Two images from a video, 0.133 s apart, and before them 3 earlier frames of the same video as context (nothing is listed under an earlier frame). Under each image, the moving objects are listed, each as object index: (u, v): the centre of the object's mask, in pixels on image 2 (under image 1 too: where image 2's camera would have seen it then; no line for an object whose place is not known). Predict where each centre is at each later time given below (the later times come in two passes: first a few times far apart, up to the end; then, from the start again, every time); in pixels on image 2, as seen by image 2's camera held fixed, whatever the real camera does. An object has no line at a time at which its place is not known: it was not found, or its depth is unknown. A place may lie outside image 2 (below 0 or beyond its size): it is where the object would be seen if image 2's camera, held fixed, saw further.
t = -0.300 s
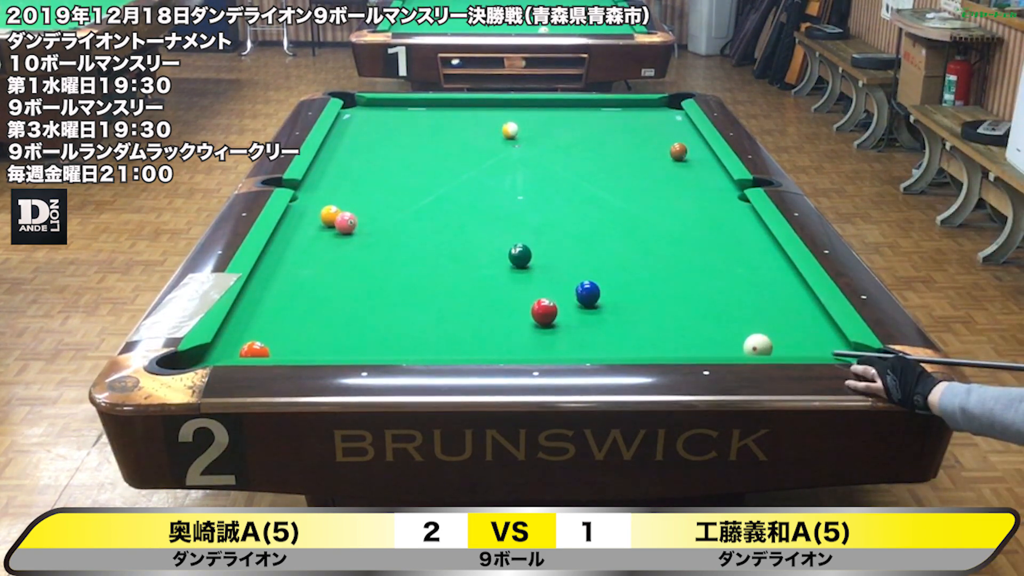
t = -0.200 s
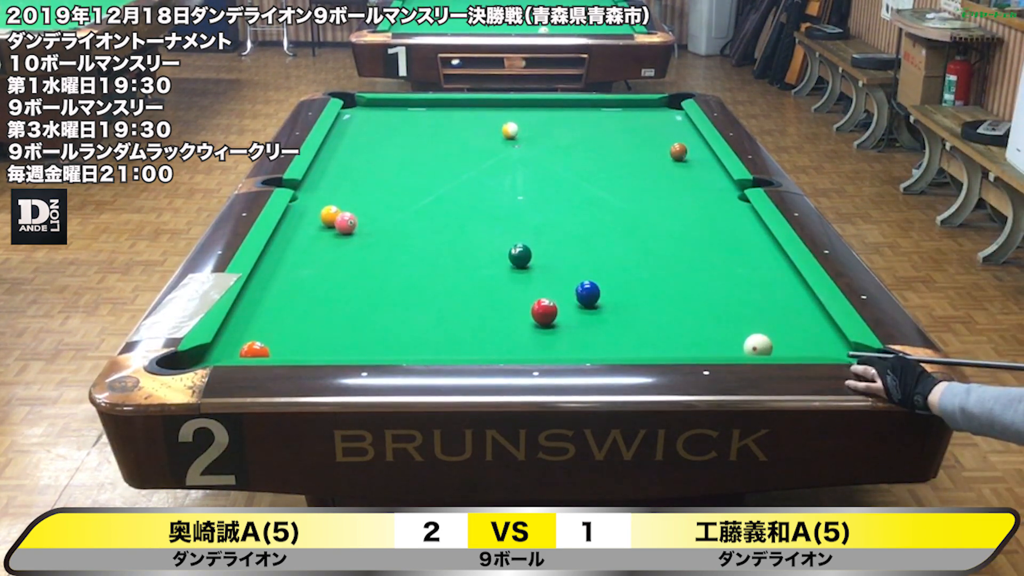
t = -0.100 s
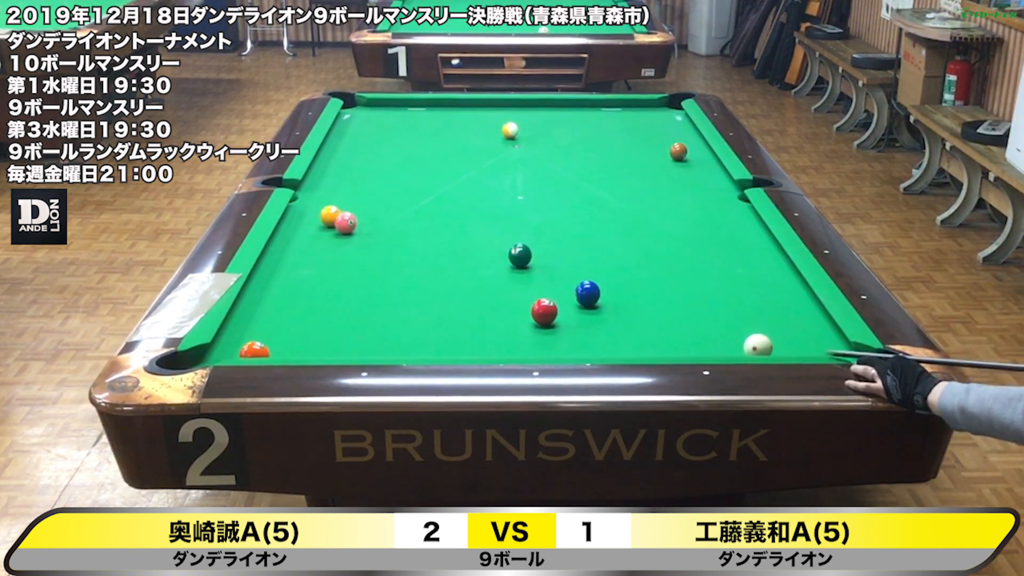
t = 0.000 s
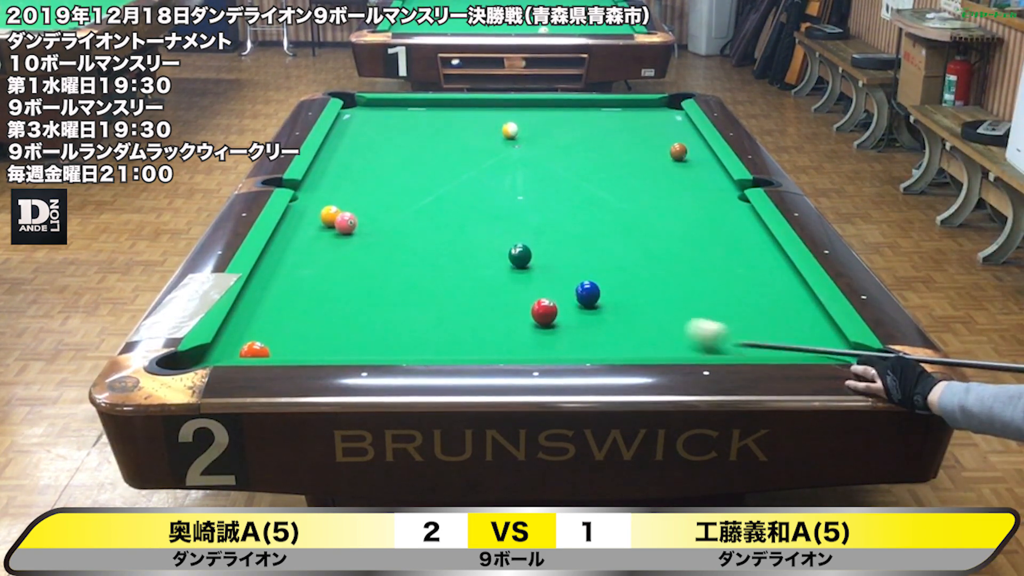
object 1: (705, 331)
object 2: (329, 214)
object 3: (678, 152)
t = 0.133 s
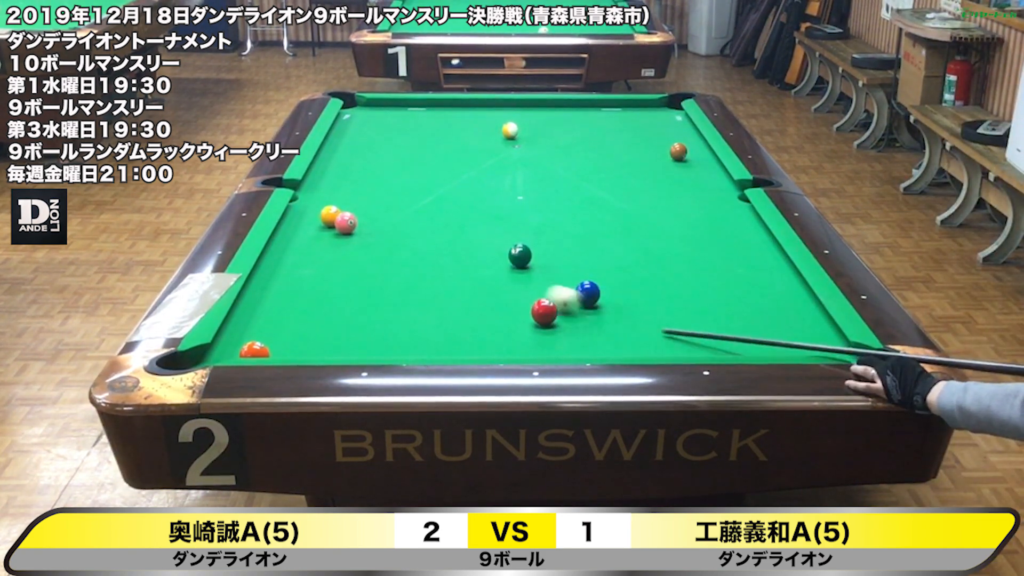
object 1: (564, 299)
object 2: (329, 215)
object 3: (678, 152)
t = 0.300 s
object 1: (431, 264)
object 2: (329, 215)
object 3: (678, 152)
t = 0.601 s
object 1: (309, 218)
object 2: (339, 210)
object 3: (678, 152)
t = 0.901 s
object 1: (311, 197)
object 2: (461, 195)
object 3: (678, 152)
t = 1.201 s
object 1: (315, 179)
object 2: (557, 180)
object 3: (678, 152)
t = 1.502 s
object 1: (323, 162)
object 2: (644, 167)
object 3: (678, 152)
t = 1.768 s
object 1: (332, 148)
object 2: (705, 156)
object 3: (678, 152)
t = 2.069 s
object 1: (341, 135)
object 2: (678, 155)
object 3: (661, 147)
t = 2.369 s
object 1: (349, 123)
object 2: (661, 155)
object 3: (641, 141)
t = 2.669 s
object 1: (357, 112)
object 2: (645, 156)
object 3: (622, 137)
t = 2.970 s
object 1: (364, 103)
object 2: (631, 155)
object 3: (605, 132)
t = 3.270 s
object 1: (368, 104)
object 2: (620, 155)
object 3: (591, 128)
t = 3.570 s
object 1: (371, 108)
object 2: (610, 155)
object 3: (577, 124)
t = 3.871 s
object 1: (374, 112)
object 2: (602, 156)
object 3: (565, 122)
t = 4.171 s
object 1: (377, 115)
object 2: (597, 155)
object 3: (555, 119)
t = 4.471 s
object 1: (379, 118)
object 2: (593, 155)
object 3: (545, 117)
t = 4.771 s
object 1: (382, 120)
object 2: (592, 155)
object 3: (537, 115)
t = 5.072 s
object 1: (383, 123)
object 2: (592, 155)
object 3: (530, 113)
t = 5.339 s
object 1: (385, 124)
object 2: (592, 155)
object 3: (525, 112)
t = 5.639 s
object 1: (386, 126)
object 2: (592, 155)
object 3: (521, 111)
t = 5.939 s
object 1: (386, 127)
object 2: (592, 155)
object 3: (518, 110)
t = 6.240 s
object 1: (387, 128)
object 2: (592, 155)
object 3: (516, 109)
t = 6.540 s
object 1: (387, 128)
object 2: (592, 155)
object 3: (515, 109)
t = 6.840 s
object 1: (387, 128)
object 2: (592, 155)
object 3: (515, 109)
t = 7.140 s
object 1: (387, 128)
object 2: (592, 155)
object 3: (515, 109)
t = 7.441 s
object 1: (387, 128)
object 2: (592, 155)
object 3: (515, 109)
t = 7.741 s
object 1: (387, 128)
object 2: (592, 155)
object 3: (514, 109)
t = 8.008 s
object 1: (387, 128)
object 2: (592, 155)
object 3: (514, 109)
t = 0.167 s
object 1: (532, 290)
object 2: (329, 214)
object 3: (678, 152)
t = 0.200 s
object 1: (505, 285)
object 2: (329, 215)
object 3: (678, 152)
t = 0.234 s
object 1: (479, 277)
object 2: (329, 215)
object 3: (678, 152)
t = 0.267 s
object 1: (454, 271)
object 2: (329, 215)
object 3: (678, 152)
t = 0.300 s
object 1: (431, 264)
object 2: (329, 215)
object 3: (678, 152)
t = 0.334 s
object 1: (409, 258)
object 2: (329, 214)
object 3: (678, 152)
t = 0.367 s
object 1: (387, 253)
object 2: (329, 215)
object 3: (678, 152)
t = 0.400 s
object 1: (366, 247)
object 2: (329, 215)
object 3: (678, 152)
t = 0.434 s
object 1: (346, 242)
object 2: (329, 215)
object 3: (678, 152)
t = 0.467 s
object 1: (325, 237)
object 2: (330, 214)
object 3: (678, 152)
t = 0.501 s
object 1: (306, 231)
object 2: (329, 215)
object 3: (678, 152)
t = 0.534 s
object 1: (288, 226)
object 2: (329, 215)
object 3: (678, 152)
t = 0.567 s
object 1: (302, 221)
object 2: (330, 215)
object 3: (678, 152)
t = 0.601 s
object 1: (309, 218)
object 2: (339, 210)
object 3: (678, 152)
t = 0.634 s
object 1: (308, 216)
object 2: (359, 210)
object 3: (678, 152)
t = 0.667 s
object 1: (308, 214)
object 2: (374, 209)
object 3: (678, 152)
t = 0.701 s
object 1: (308, 211)
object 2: (388, 206)
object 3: (678, 152)
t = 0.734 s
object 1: (309, 209)
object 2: (402, 204)
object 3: (678, 152)
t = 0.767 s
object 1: (309, 207)
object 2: (415, 202)
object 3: (678, 152)
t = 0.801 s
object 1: (309, 204)
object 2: (427, 200)
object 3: (678, 152)
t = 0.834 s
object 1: (310, 202)
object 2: (439, 199)
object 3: (678, 152)
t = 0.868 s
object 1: (311, 200)
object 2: (450, 197)
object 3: (678, 152)
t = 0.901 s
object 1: (311, 197)
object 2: (461, 195)
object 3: (678, 152)
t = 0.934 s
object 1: (312, 195)
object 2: (473, 193)
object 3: (678, 152)
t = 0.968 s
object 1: (312, 193)
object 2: (484, 191)
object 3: (678, 152)
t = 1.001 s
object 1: (313, 191)
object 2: (495, 190)
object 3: (678, 152)
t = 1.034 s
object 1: (313, 189)
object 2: (505, 188)
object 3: (678, 152)
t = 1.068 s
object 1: (313, 187)
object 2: (516, 187)
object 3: (678, 152)
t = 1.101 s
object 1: (314, 185)
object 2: (527, 185)
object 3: (678, 152)
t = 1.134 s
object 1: (314, 183)
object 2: (537, 183)
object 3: (678, 152)
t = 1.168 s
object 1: (314, 181)
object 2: (547, 182)
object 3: (678, 152)
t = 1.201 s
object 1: (315, 179)
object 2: (557, 180)
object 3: (678, 152)
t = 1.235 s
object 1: (315, 177)
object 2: (568, 179)
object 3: (678, 152)
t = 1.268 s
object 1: (316, 175)
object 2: (578, 177)
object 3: (678, 152)
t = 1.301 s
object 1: (316, 173)
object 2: (587, 176)
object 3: (678, 152)
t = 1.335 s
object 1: (316, 171)
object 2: (597, 174)
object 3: (678, 152)
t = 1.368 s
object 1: (317, 169)
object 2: (606, 173)
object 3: (678, 152)
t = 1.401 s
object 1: (319, 168)
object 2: (616, 171)
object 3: (678, 152)
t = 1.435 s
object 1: (320, 165)
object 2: (625, 170)
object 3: (678, 152)
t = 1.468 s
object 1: (321, 164)
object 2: (634, 168)
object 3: (678, 152)
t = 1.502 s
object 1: (323, 162)
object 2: (644, 167)
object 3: (678, 152)
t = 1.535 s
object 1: (324, 160)
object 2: (653, 166)
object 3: (678, 152)
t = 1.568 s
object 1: (325, 158)
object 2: (661, 164)
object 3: (678, 152)
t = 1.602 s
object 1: (326, 157)
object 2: (670, 163)
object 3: (679, 150)
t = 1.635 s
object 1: (327, 155)
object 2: (679, 162)
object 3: (678, 148)
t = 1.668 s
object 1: (329, 153)
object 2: (688, 160)
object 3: (677, 150)
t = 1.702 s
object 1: (330, 152)
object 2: (696, 159)
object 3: (678, 152)
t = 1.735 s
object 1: (331, 150)
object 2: (705, 158)
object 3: (678, 152)
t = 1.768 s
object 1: (332, 148)
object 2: (705, 156)
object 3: (678, 152)
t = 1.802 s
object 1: (333, 147)
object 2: (700, 156)
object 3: (678, 152)
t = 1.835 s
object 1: (334, 145)
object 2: (694, 155)
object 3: (678, 151)
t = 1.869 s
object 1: (335, 144)
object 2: (691, 155)
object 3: (676, 151)
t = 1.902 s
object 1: (336, 142)
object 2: (689, 155)
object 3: (673, 150)
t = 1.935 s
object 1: (337, 141)
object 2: (686, 155)
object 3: (670, 150)
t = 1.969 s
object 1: (338, 139)
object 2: (684, 155)
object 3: (668, 149)
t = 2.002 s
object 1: (339, 138)
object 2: (682, 155)
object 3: (666, 148)
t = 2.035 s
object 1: (340, 136)
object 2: (680, 155)
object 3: (663, 148)
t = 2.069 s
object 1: (341, 135)
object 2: (678, 155)
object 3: (661, 147)
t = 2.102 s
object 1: (342, 133)
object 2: (676, 155)
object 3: (658, 146)
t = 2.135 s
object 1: (343, 132)
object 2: (674, 155)
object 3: (656, 146)
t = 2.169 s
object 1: (344, 131)
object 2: (672, 155)
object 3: (654, 145)
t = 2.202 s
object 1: (345, 130)
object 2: (670, 155)
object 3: (652, 144)
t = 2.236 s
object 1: (346, 128)
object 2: (668, 155)
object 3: (650, 144)
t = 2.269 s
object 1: (347, 127)
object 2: (666, 155)
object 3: (647, 143)
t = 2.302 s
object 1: (348, 125)
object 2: (664, 155)
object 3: (645, 142)
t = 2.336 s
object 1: (349, 124)
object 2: (662, 155)
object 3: (643, 142)
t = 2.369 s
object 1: (349, 123)
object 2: (661, 155)
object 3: (641, 141)
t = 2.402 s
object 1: (350, 122)
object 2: (659, 155)
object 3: (638, 141)
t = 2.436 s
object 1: (351, 121)
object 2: (657, 156)
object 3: (636, 140)
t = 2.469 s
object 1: (352, 119)
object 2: (655, 155)
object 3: (634, 140)
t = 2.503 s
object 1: (353, 118)
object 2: (653, 156)
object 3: (632, 139)
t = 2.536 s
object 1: (354, 117)
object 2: (652, 156)
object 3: (630, 139)
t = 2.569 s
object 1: (354, 116)
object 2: (650, 155)
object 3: (628, 138)
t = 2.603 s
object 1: (355, 115)
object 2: (648, 156)
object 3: (626, 138)
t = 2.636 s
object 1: (356, 114)
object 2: (647, 156)
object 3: (624, 137)
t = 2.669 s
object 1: (357, 112)
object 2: (645, 156)
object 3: (622, 137)
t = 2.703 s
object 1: (358, 111)
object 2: (643, 155)
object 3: (620, 136)
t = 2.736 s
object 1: (359, 110)
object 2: (642, 156)
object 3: (618, 135)
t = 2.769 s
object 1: (359, 109)
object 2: (640, 155)
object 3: (616, 135)
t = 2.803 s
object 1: (360, 108)
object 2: (638, 156)
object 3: (615, 134)
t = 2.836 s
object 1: (361, 107)
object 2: (637, 155)
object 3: (613, 134)
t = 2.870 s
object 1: (362, 106)
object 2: (635, 155)
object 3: (611, 133)
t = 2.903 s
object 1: (363, 105)
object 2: (634, 155)
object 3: (609, 133)
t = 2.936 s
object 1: (363, 104)
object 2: (633, 155)
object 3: (607, 132)
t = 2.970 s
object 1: (364, 103)
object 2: (631, 155)
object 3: (605, 132)
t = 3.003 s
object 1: (365, 102)
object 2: (630, 155)
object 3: (604, 131)
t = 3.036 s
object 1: (365, 102)
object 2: (628, 156)
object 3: (602, 131)
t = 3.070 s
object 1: (365, 102)
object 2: (627, 155)
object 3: (601, 131)
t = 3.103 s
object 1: (366, 102)
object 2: (626, 155)
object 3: (599, 130)
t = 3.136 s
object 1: (367, 103)
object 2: (624, 156)
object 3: (597, 130)
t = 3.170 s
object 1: (367, 103)
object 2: (623, 155)
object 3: (595, 129)
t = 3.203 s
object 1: (367, 104)
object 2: (622, 155)
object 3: (594, 129)
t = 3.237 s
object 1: (368, 104)
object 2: (621, 156)
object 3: (592, 129)
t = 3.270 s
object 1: (368, 104)
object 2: (620, 155)
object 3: (591, 128)
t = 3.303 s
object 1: (368, 105)
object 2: (618, 156)
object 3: (589, 128)
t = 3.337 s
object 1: (369, 105)
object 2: (617, 156)
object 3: (588, 127)
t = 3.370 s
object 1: (369, 106)
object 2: (616, 156)
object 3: (586, 127)
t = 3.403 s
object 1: (369, 106)
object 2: (615, 156)
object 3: (585, 126)
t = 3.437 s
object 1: (370, 107)
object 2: (614, 156)
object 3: (583, 126)
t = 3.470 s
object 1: (370, 107)
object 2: (613, 155)
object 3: (582, 126)
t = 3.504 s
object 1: (371, 108)
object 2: (612, 155)
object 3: (580, 125)
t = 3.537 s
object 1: (371, 108)
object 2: (611, 155)
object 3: (579, 125)
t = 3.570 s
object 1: (371, 108)
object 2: (610, 155)
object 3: (577, 124)
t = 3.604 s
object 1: (372, 109)
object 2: (609, 155)
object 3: (576, 124)
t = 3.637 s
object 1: (372, 109)
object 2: (608, 155)
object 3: (574, 124)
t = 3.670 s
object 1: (372, 110)
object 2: (607, 155)
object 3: (573, 123)
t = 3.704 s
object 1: (373, 110)
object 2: (606, 156)
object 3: (572, 123)
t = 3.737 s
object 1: (373, 110)
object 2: (606, 156)
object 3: (570, 123)
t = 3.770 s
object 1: (373, 111)
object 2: (605, 156)
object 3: (569, 123)
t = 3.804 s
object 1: (374, 111)
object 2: (604, 156)
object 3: (568, 122)
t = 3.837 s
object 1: (374, 111)
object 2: (603, 156)
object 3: (566, 122)
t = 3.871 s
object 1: (374, 112)
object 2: (602, 156)
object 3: (565, 122)
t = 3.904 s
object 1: (375, 112)
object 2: (602, 156)
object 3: (564, 121)
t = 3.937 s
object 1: (375, 112)
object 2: (601, 156)
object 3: (562, 121)
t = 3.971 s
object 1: (375, 113)
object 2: (600, 155)
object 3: (561, 121)
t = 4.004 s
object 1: (376, 113)
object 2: (600, 155)
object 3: (560, 121)
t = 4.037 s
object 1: (376, 114)
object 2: (599, 155)
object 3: (559, 120)
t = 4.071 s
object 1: (376, 114)
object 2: (599, 155)
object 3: (558, 120)
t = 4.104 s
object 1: (377, 114)
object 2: (598, 155)
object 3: (557, 119)
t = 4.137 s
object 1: (377, 115)
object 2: (597, 155)
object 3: (555, 119)
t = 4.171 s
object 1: (377, 115)
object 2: (597, 155)
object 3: (555, 119)
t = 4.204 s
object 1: (377, 115)
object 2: (596, 155)
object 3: (553, 119)
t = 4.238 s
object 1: (377, 115)
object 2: (596, 155)
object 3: (552, 118)
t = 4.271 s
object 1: (378, 116)
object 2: (596, 155)
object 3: (551, 118)
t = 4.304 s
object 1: (378, 116)
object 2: (595, 155)
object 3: (550, 118)
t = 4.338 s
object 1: (378, 117)
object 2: (595, 155)
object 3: (549, 117)
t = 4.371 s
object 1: (378, 117)
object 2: (594, 155)
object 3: (548, 117)
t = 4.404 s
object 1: (379, 117)
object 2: (594, 155)
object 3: (547, 117)
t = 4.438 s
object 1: (379, 117)
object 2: (594, 155)
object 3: (546, 117)
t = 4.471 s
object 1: (379, 118)
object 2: (593, 155)
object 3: (545, 117)
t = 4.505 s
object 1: (380, 118)
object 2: (593, 155)
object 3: (544, 116)
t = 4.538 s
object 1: (380, 118)
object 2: (593, 155)
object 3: (543, 116)
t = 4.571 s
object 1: (380, 119)
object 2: (593, 155)
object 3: (542, 116)
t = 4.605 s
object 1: (381, 119)
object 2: (592, 155)
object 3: (541, 115)
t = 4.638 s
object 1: (381, 119)
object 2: (592, 155)
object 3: (540, 115)
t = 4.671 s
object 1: (381, 120)
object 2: (592, 155)
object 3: (540, 115)
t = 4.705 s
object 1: (381, 120)
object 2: (592, 155)
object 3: (539, 115)
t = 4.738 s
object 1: (381, 120)
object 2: (592, 155)
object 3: (538, 115)
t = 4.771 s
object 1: (382, 120)
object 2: (592, 155)
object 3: (537, 115)
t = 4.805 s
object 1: (382, 121)
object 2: (592, 155)
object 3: (536, 114)
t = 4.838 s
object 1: (382, 121)
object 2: (592, 155)
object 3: (535, 114)
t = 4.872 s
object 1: (382, 121)
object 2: (592, 155)
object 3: (535, 114)
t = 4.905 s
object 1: (382, 121)
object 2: (592, 155)
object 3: (534, 114)
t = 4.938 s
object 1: (383, 122)
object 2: (592, 155)
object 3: (533, 114)
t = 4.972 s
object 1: (383, 122)
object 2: (592, 155)
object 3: (532, 113)
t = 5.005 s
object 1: (383, 122)
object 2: (592, 155)
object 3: (532, 113)
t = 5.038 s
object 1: (383, 122)
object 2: (592, 155)
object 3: (531, 113)
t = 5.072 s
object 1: (383, 123)
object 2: (592, 155)
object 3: (530, 113)
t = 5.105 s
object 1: (384, 122)
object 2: (592, 155)
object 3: (530, 113)
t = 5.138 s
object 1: (384, 123)
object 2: (592, 155)
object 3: (529, 112)
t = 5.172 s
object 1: (384, 123)
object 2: (592, 155)
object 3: (528, 112)
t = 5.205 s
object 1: (384, 123)
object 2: (592, 155)
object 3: (528, 112)
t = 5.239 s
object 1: (384, 123)
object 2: (592, 155)
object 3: (527, 112)
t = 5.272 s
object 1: (384, 124)
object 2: (592, 155)
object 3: (527, 112)
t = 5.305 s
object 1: (385, 124)
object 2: (592, 155)
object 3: (526, 112)
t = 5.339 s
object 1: (385, 124)
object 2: (592, 155)
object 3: (525, 112)
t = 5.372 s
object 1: (385, 124)
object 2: (592, 155)
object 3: (525, 111)
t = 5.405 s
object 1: (385, 124)
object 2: (592, 155)
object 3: (524, 111)
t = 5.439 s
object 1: (385, 125)
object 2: (592, 155)
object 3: (523, 111)
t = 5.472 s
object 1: (385, 125)
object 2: (592, 155)
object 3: (523, 111)
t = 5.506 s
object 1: (385, 125)
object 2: (592, 155)
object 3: (522, 111)
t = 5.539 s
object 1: (385, 125)
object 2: (592, 155)
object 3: (522, 111)
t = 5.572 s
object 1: (386, 125)
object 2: (592, 155)
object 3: (522, 111)
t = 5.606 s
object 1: (386, 125)
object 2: (592, 155)
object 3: (521, 111)
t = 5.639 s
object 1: (386, 126)
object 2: (592, 155)
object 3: (521, 111)
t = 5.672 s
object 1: (386, 126)
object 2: (592, 155)
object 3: (520, 110)
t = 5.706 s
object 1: (386, 126)
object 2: (592, 155)
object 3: (520, 110)
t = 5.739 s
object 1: (386, 126)
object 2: (592, 155)
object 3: (520, 110)
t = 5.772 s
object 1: (386, 126)
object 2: (592, 155)
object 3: (519, 110)
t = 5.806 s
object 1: (386, 126)
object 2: (592, 155)
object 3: (519, 110)
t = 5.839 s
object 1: (386, 127)
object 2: (592, 155)
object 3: (519, 110)
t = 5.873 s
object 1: (386, 126)
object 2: (592, 155)
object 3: (518, 110)
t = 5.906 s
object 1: (386, 127)
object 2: (592, 155)
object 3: (518, 110)
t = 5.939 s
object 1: (386, 127)
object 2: (592, 155)
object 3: (518, 110)
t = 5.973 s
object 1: (387, 127)
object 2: (592, 155)
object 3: (517, 110)
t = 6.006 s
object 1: (387, 127)
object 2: (592, 155)
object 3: (517, 110)
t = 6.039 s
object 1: (387, 127)
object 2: (592, 155)
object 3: (517, 109)
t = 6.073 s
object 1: (387, 127)
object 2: (592, 155)
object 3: (517, 109)
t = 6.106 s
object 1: (387, 127)
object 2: (592, 155)
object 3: (516, 109)
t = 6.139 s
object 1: (387, 127)
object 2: (592, 155)
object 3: (516, 109)
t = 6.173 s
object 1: (387, 127)
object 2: (592, 155)
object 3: (516, 109)
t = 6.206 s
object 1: (387, 128)
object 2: (592, 155)
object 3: (516, 109)
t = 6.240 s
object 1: (387, 128)
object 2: (592, 155)
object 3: (516, 109)
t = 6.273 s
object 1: (387, 128)
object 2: (592, 155)
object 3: (516, 109)
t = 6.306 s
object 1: (387, 128)
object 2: (592, 155)
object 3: (515, 109)
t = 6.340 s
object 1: (387, 128)
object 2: (592, 155)
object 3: (516, 109)
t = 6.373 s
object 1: (387, 128)
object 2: (592, 155)
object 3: (515, 109)
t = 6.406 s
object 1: (387, 128)
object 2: (592, 155)
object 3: (515, 109)
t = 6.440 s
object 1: (387, 128)
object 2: (592, 155)
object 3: (515, 109)
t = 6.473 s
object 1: (387, 128)
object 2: (592, 155)
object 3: (515, 109)
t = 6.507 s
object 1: (387, 128)
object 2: (592, 155)
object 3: (515, 109)
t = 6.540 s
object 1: (387, 128)
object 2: (592, 155)
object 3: (515, 109)
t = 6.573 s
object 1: (387, 128)
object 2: (592, 155)
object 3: (515, 109)
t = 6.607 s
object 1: (387, 128)
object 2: (592, 155)
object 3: (515, 109)
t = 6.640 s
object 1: (387, 128)
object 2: (592, 155)
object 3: (515, 109)
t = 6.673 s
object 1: (387, 128)
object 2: (592, 155)
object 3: (515, 109)
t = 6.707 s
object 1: (387, 128)
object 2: (592, 155)
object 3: (515, 109)
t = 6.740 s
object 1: (387, 128)
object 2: (592, 155)
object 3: (515, 109)
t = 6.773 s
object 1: (387, 128)
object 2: (592, 155)
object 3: (515, 109)
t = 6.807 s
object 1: (387, 128)
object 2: (592, 155)
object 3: (515, 109)
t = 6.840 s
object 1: (387, 128)
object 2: (592, 155)
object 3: (515, 109)
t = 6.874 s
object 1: (387, 128)
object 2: (592, 155)
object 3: (515, 109)
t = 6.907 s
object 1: (387, 128)
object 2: (592, 155)
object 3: (515, 109)
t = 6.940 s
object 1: (387, 128)
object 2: (592, 155)
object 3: (515, 109)
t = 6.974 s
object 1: (387, 128)
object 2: (592, 155)
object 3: (515, 109)
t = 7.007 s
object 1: (387, 128)
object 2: (592, 155)
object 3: (515, 109)
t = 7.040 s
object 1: (387, 128)
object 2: (592, 155)
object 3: (515, 109)
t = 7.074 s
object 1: (387, 128)
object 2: (592, 155)
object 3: (515, 109)
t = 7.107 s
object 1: (387, 128)
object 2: (592, 155)
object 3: (515, 109)
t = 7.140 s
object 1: (387, 128)
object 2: (592, 155)
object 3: (515, 109)
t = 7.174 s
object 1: (387, 128)
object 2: (592, 155)
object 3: (515, 109)
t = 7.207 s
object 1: (387, 128)
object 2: (592, 155)
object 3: (515, 109)
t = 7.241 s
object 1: (387, 128)
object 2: (592, 155)
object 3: (515, 109)
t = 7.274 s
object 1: (387, 128)
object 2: (592, 155)
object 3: (515, 109)
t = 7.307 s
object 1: (387, 128)
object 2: (592, 155)
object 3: (515, 109)
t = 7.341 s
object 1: (387, 128)
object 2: (592, 155)
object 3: (515, 109)
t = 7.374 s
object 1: (387, 128)
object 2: (592, 155)
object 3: (515, 109)
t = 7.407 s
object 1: (387, 128)
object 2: (592, 155)
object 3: (515, 109)
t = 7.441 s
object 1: (387, 128)
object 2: (592, 155)
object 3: (515, 109)
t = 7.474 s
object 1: (387, 128)
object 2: (592, 155)
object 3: (515, 109)
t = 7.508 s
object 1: (387, 128)
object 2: (592, 155)
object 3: (515, 109)
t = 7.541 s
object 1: (387, 128)
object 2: (592, 155)
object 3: (515, 109)
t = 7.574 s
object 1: (387, 128)
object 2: (592, 155)
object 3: (514, 109)
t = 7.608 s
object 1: (387, 128)
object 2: (592, 155)
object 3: (514, 109)
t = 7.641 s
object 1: (387, 128)
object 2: (592, 155)
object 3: (515, 109)
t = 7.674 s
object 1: (387, 128)
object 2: (592, 155)
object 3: (515, 109)
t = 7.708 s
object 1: (387, 128)
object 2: (592, 155)
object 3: (515, 109)
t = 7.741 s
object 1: (387, 128)
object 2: (592, 155)
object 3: (514, 109)
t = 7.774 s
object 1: (387, 128)
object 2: (592, 155)
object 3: (514, 109)
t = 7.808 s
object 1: (387, 128)
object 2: (592, 155)
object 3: (514, 109)
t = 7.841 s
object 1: (387, 128)
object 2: (592, 155)
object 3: (515, 109)
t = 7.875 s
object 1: (387, 128)
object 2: (592, 155)
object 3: (515, 109)
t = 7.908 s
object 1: (387, 128)
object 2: (592, 155)
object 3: (514, 109)
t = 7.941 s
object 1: (387, 128)
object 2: (592, 155)
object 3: (515, 109)
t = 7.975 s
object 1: (387, 128)
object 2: (592, 155)
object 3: (515, 109)
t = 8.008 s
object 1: (387, 128)
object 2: (592, 155)
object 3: (514, 109)
